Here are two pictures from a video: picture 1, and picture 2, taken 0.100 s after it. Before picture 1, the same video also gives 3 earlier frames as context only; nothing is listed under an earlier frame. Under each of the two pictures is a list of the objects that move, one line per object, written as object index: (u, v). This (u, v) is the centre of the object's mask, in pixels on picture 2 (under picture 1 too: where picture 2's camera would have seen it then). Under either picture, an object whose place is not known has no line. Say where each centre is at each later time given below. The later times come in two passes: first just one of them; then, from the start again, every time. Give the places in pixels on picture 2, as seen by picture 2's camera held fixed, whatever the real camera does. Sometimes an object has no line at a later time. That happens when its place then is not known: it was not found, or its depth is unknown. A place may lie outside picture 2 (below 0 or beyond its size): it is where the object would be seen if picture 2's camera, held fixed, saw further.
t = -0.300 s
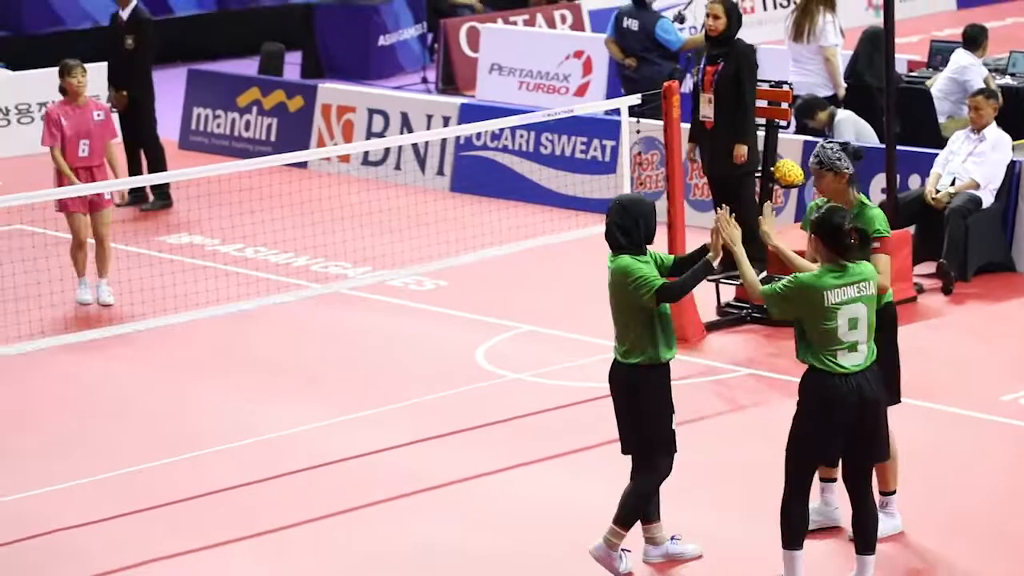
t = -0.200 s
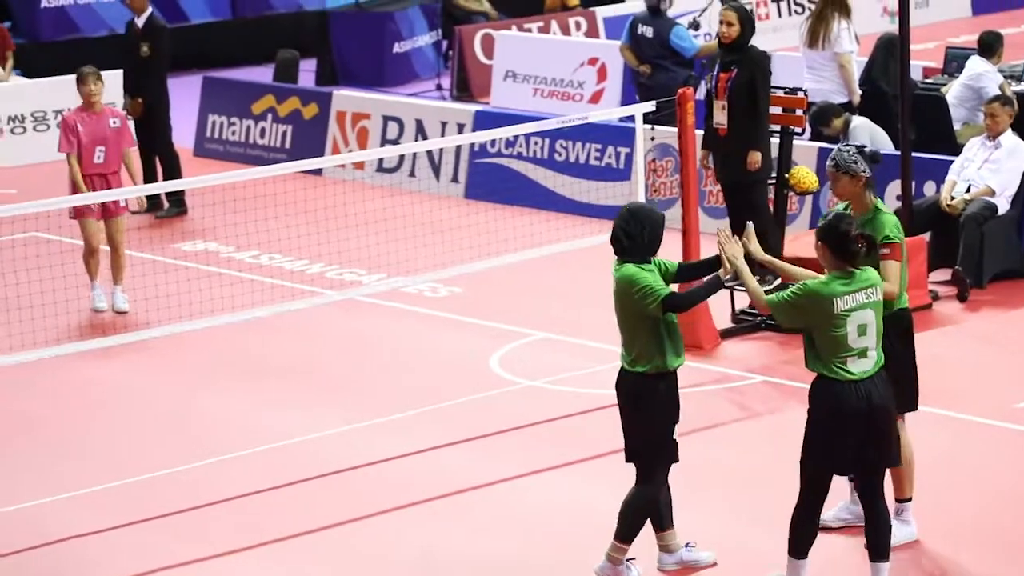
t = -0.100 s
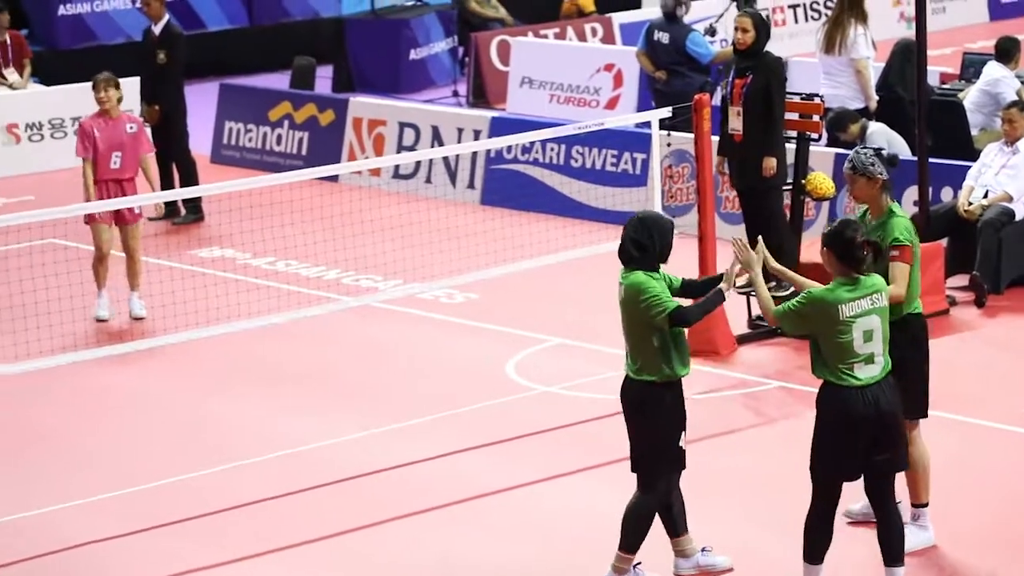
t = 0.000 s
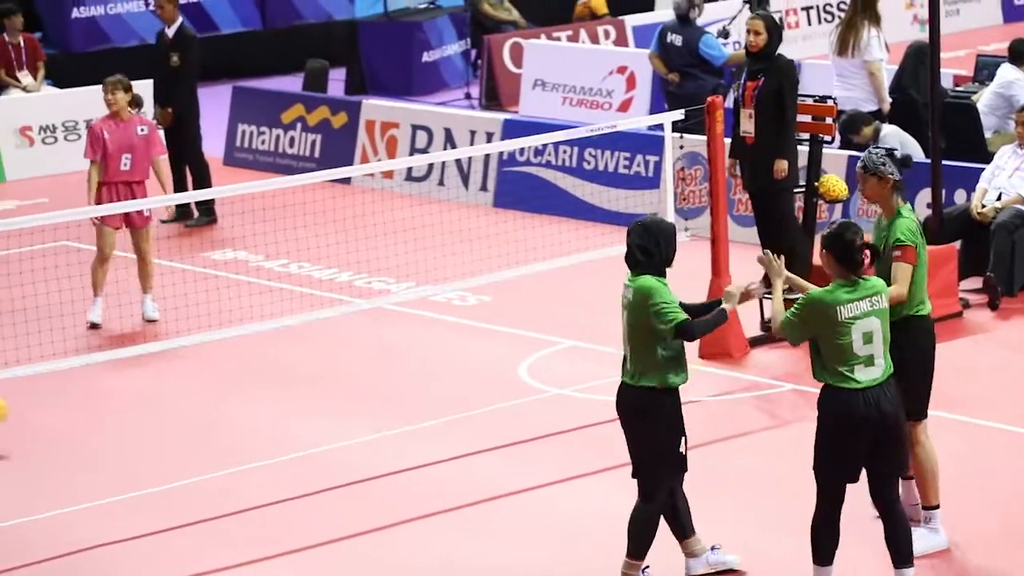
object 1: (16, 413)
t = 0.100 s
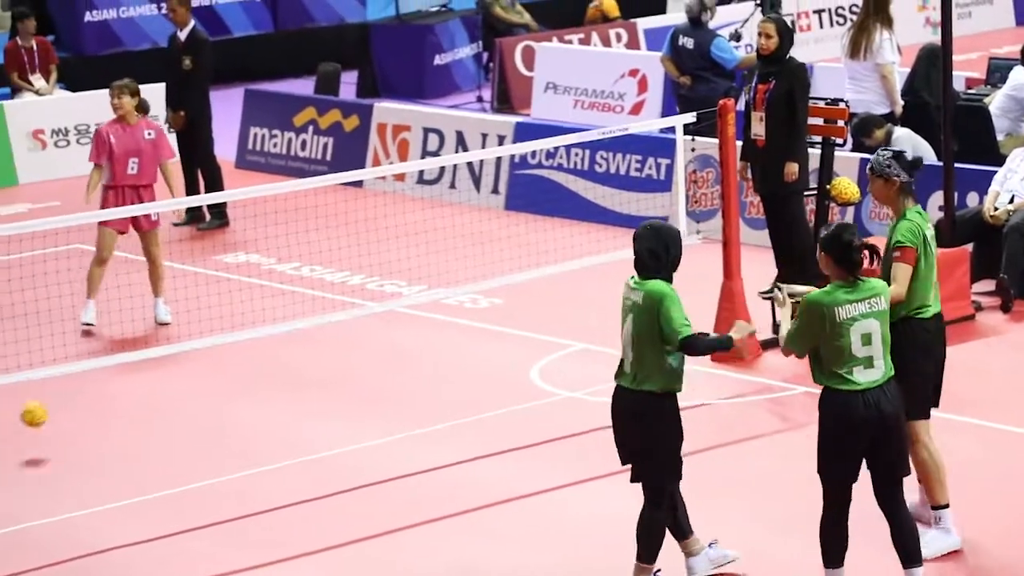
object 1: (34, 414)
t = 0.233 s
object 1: (65, 383)
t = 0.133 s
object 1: (43, 402)
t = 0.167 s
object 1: (47, 396)
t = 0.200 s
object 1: (56, 388)
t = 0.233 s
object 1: (65, 383)
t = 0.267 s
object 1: (70, 382)
